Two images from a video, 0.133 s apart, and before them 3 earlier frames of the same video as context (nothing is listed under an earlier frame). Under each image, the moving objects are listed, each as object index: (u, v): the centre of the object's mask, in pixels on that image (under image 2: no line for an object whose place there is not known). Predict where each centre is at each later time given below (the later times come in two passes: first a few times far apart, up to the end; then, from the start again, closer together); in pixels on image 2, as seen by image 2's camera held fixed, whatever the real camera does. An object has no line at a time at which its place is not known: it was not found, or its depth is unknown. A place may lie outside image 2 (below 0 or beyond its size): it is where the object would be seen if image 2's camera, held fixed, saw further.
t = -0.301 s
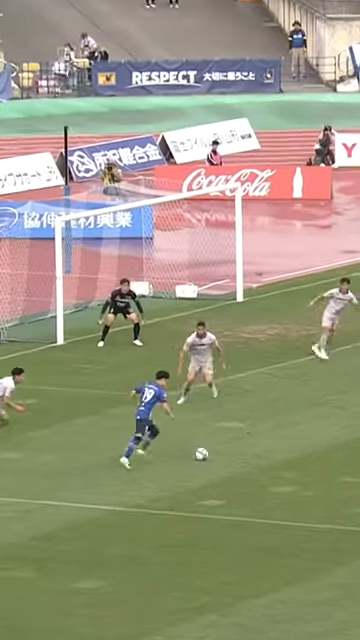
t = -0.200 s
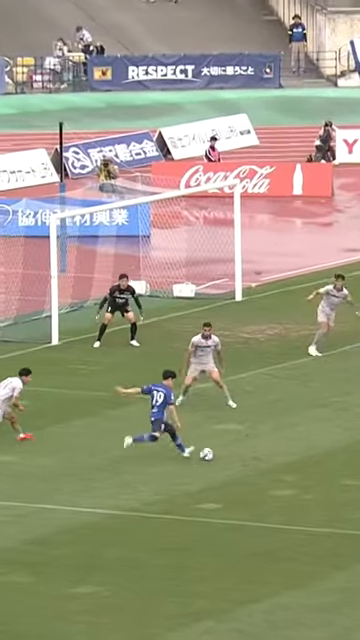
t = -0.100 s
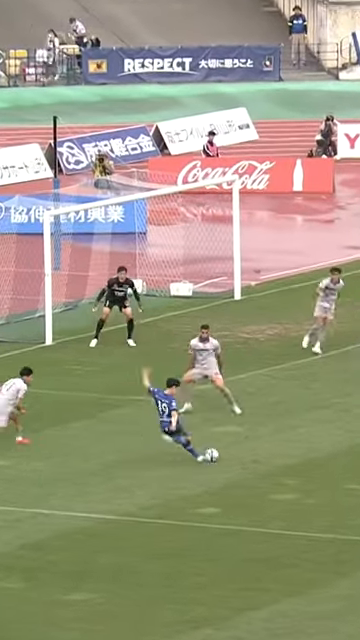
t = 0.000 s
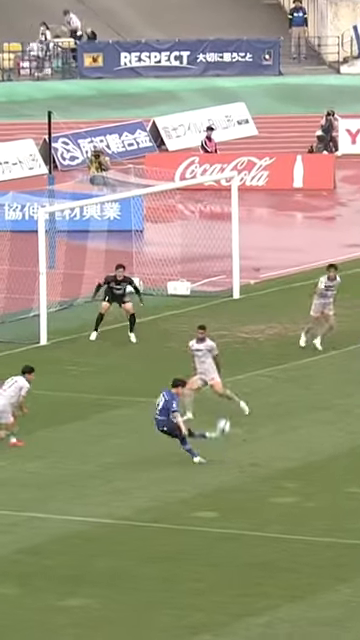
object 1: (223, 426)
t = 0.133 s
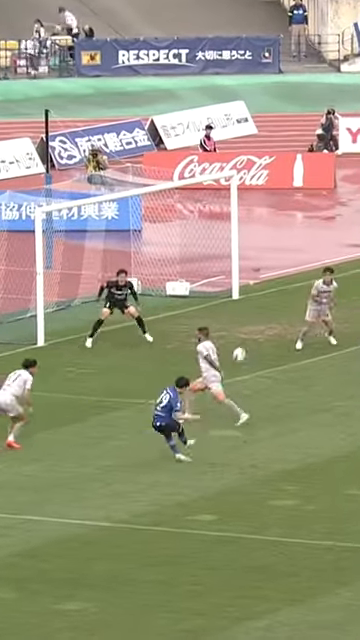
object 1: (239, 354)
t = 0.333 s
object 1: (242, 292)
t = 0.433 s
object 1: (236, 277)
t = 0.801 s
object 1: (192, 287)
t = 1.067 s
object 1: (178, 241)
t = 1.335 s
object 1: (154, 229)
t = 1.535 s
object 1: (135, 242)
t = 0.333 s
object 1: (242, 292)
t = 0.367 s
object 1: (241, 285)
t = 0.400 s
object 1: (240, 282)
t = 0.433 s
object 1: (236, 277)
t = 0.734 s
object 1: (202, 284)
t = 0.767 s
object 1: (195, 289)
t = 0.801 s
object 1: (192, 287)
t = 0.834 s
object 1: (190, 282)
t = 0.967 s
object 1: (186, 256)
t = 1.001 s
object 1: (183, 250)
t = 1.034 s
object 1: (180, 245)
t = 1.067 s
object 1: (178, 241)
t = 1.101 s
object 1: (174, 238)
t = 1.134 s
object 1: (171, 235)
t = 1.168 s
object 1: (169, 233)
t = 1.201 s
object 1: (165, 231)
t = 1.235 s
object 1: (162, 229)
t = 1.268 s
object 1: (159, 229)
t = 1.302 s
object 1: (156, 229)
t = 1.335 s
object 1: (154, 229)
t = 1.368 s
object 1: (150, 230)
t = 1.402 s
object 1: (147, 232)
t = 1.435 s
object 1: (145, 234)
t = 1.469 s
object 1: (140, 236)
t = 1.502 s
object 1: (139, 239)
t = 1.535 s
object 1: (135, 242)
